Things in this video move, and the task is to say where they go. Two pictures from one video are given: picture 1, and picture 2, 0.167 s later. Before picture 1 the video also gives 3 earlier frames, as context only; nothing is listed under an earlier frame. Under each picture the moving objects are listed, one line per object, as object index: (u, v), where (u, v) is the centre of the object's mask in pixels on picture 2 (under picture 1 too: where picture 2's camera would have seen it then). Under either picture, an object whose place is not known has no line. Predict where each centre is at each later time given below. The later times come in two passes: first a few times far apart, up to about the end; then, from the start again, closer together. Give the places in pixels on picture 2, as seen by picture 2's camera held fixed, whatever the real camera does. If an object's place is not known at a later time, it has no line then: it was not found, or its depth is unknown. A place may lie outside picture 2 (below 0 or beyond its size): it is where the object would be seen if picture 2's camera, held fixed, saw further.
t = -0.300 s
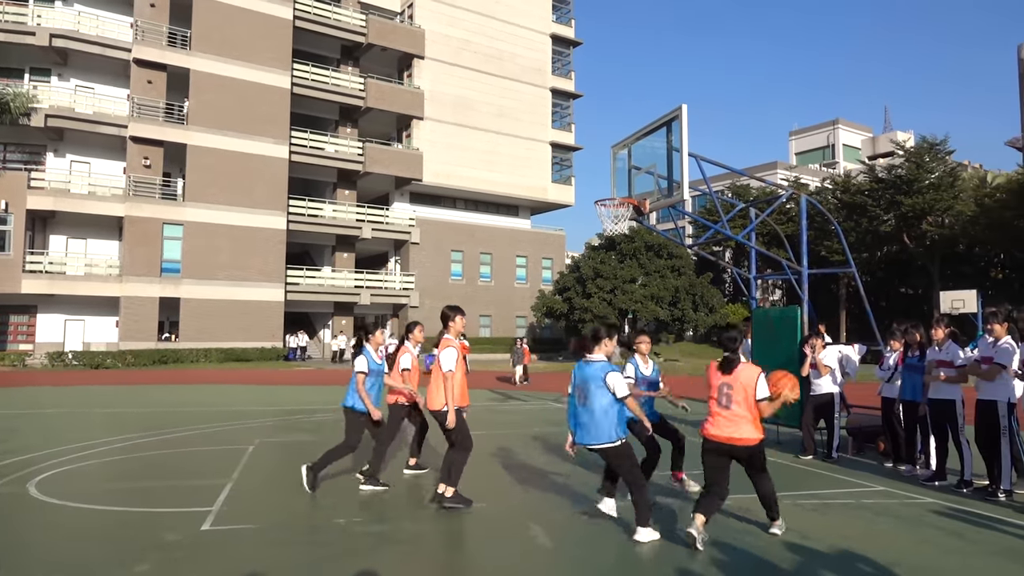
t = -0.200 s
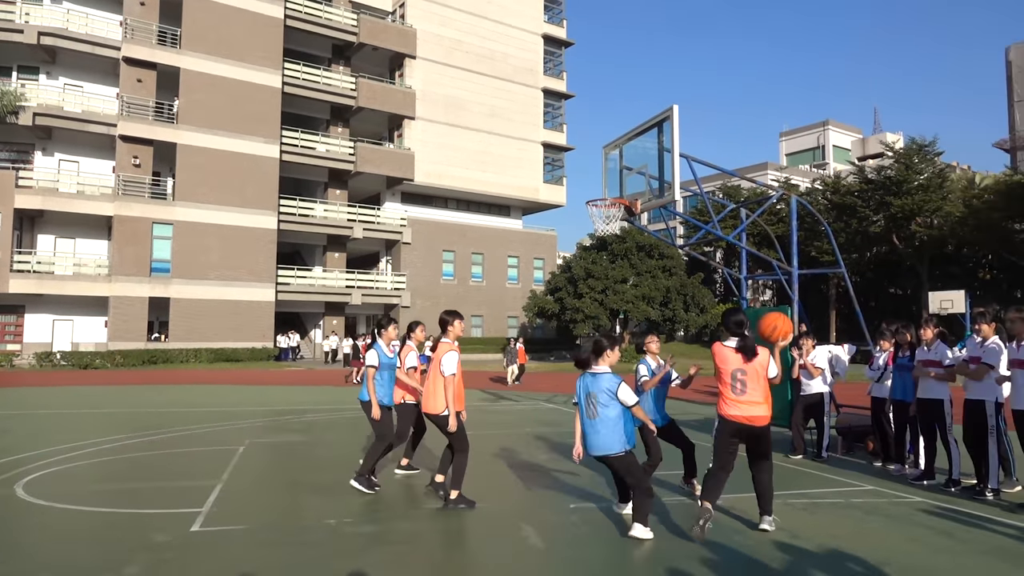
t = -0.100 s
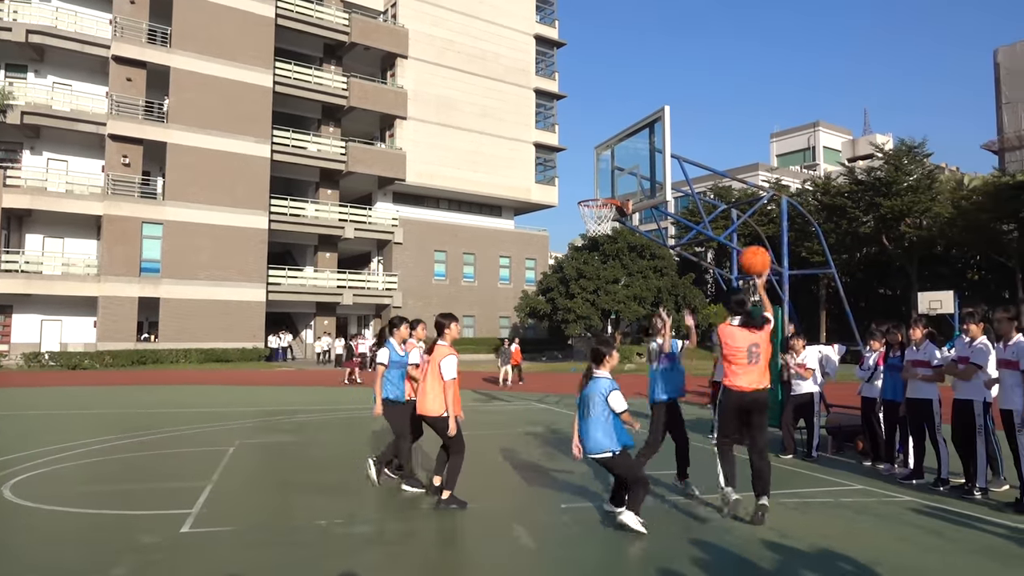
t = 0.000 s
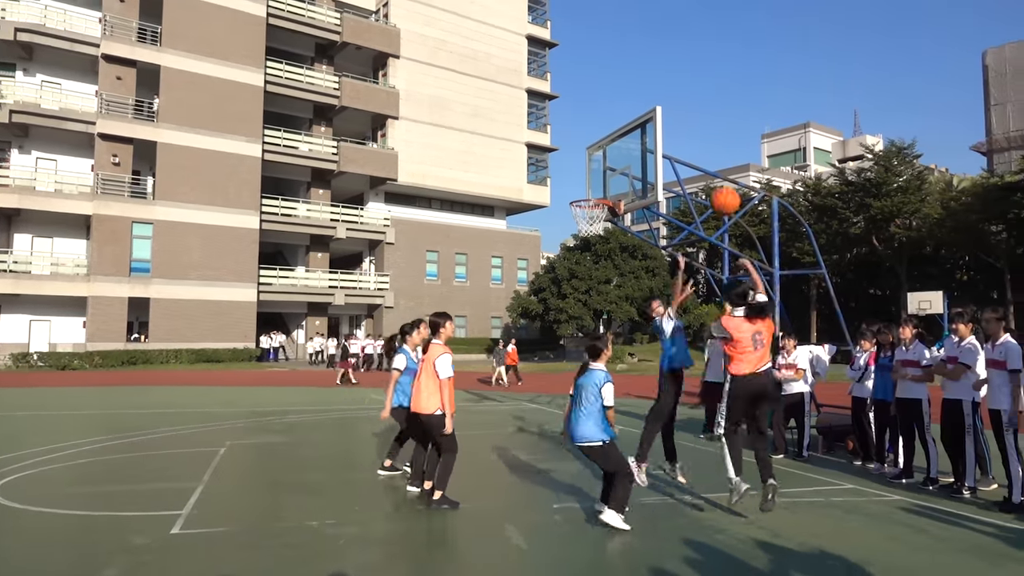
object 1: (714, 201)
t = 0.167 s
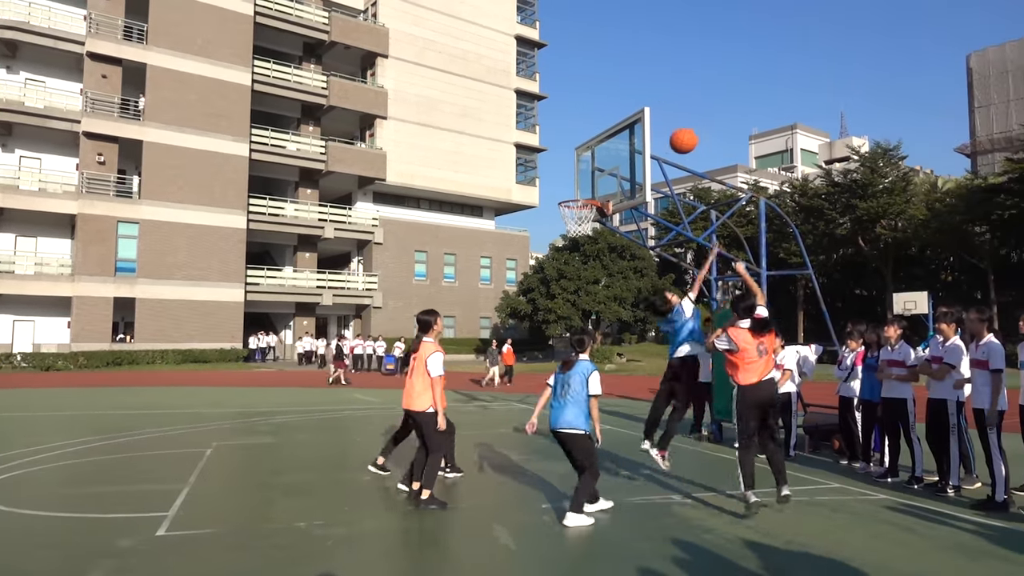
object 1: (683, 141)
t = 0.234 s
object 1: (672, 127)
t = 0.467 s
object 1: (643, 118)
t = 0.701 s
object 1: (619, 158)
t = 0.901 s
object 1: (602, 221)
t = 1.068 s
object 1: (590, 290)
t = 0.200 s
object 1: (678, 133)
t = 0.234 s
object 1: (672, 127)
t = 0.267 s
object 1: (668, 122)
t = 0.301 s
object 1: (663, 119)
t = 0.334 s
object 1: (659, 116)
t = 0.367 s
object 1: (656, 115)
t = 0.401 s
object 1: (651, 115)
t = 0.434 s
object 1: (647, 116)
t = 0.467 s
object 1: (643, 118)
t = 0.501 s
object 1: (639, 121)
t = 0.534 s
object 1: (636, 125)
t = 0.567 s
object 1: (632, 130)
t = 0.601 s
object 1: (629, 135)
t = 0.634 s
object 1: (625, 143)
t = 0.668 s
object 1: (622, 150)
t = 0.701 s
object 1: (619, 158)
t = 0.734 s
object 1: (616, 167)
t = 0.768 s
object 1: (613, 176)
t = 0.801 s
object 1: (610, 187)
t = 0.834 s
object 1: (608, 197)
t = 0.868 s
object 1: (605, 208)
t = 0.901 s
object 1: (602, 221)
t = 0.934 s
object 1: (600, 233)
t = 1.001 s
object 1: (594, 260)
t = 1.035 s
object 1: (592, 275)
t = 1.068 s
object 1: (590, 290)
